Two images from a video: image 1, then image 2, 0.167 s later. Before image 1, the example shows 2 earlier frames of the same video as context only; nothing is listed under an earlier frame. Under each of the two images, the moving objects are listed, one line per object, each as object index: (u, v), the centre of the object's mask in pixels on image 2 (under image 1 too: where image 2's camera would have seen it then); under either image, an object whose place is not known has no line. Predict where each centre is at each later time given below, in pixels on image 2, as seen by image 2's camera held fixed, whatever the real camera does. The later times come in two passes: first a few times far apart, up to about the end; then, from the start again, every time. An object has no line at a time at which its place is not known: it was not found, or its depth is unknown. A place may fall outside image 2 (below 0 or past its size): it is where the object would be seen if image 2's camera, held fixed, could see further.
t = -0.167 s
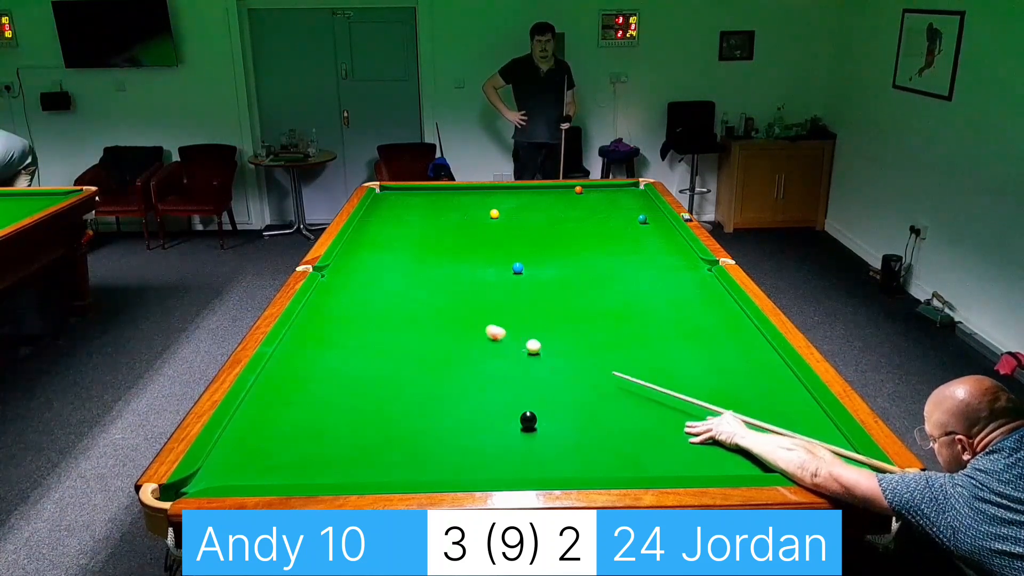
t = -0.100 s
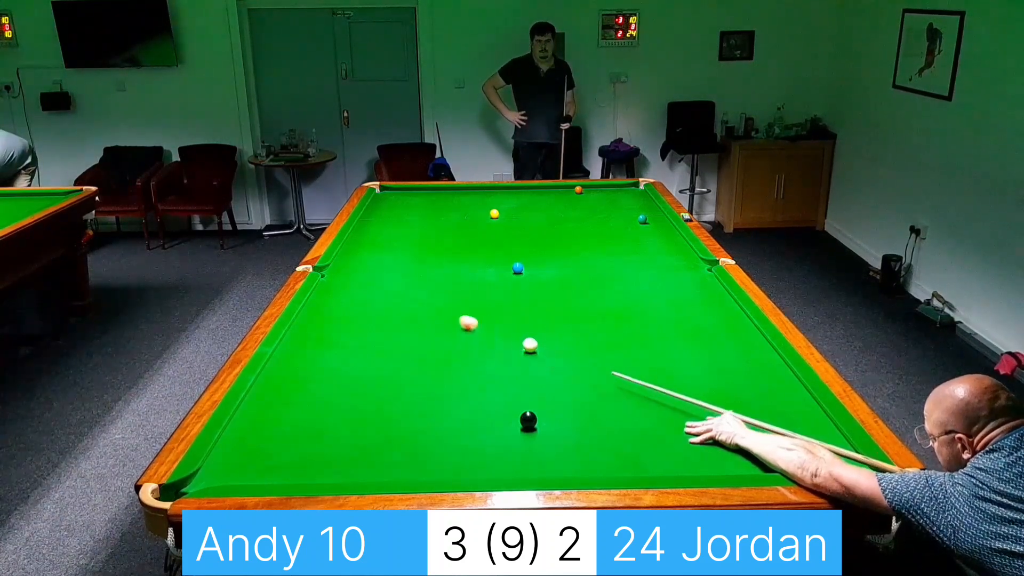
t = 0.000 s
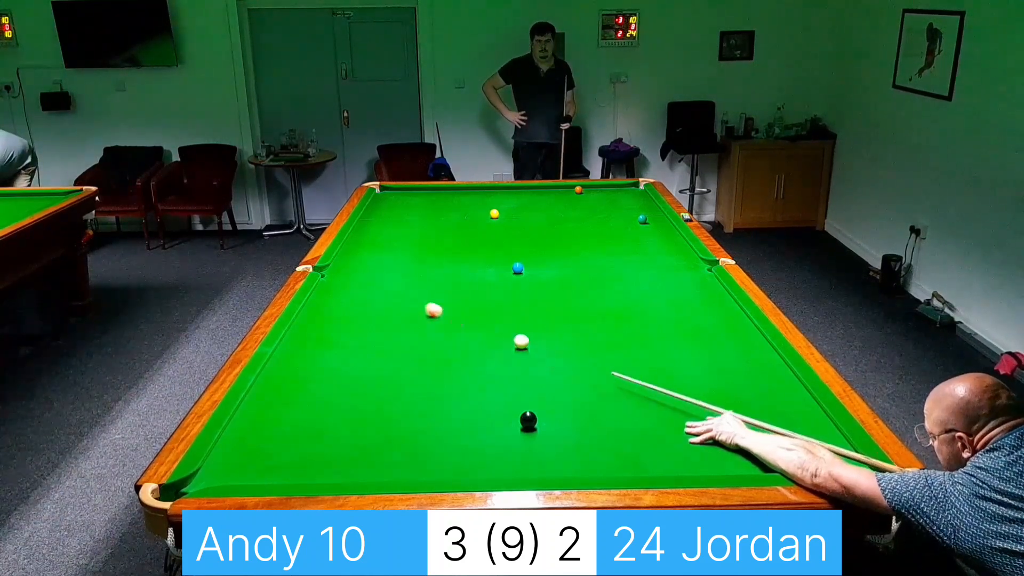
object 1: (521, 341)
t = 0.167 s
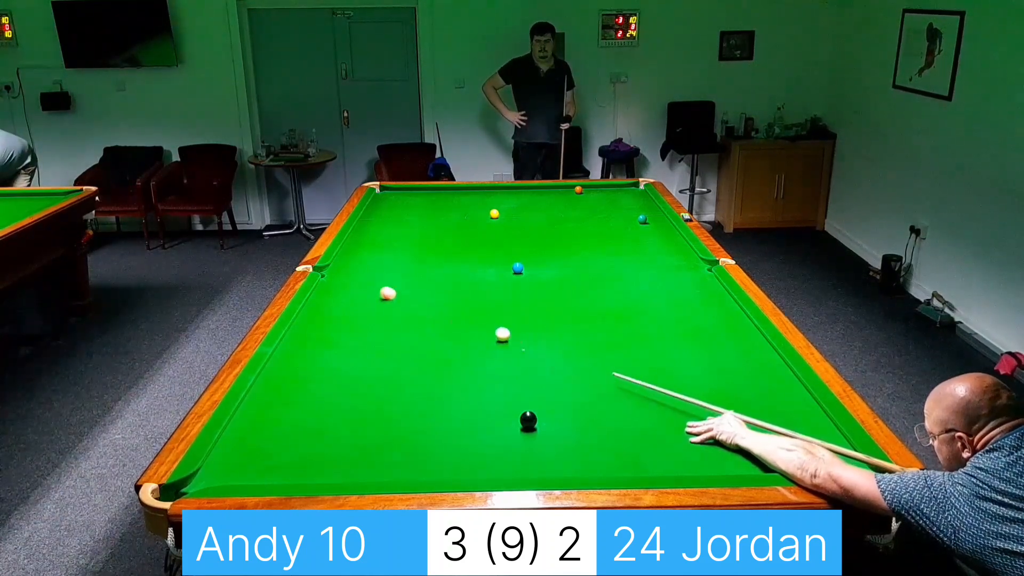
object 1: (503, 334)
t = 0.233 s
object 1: (495, 331)
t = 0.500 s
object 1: (469, 321)
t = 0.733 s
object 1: (448, 313)
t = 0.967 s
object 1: (429, 305)
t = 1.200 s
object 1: (411, 299)
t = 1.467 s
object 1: (393, 291)
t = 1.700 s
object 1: (379, 286)
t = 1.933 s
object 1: (366, 281)
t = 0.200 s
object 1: (499, 333)
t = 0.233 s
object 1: (495, 331)
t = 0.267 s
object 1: (492, 330)
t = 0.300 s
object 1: (488, 329)
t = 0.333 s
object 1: (485, 327)
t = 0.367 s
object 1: (482, 326)
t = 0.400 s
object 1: (478, 325)
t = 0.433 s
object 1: (475, 324)
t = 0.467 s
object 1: (472, 322)
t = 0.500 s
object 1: (469, 321)
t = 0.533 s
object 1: (466, 320)
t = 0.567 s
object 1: (463, 319)
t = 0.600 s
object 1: (460, 318)
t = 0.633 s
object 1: (457, 316)
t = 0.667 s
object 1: (453, 315)
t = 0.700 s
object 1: (451, 314)
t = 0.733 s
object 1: (448, 313)
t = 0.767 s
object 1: (445, 312)
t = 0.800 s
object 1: (442, 311)
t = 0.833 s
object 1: (439, 309)
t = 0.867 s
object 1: (437, 308)
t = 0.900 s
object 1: (434, 307)
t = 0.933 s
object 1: (431, 306)
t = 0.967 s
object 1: (429, 305)
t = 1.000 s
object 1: (426, 304)
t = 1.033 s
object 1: (424, 303)
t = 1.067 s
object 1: (421, 302)
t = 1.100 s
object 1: (419, 301)
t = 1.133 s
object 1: (416, 300)
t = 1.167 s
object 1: (414, 299)
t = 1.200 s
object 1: (411, 299)
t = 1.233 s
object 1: (409, 298)
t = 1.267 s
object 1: (407, 297)
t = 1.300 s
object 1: (404, 296)
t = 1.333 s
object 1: (402, 295)
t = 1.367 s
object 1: (400, 294)
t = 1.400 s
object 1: (398, 293)
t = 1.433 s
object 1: (396, 292)
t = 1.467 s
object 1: (393, 291)
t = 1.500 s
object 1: (391, 291)
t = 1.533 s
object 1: (389, 290)
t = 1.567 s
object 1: (387, 289)
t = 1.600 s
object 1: (385, 288)
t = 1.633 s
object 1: (383, 287)
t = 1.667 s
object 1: (381, 287)
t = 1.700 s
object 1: (379, 286)
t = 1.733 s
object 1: (377, 285)
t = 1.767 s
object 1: (375, 284)
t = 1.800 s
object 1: (373, 283)
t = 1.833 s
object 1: (372, 283)
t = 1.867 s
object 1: (370, 282)
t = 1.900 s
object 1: (368, 281)
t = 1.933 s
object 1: (366, 281)
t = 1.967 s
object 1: (364, 280)
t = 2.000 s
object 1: (363, 279)
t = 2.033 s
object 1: (361, 279)
